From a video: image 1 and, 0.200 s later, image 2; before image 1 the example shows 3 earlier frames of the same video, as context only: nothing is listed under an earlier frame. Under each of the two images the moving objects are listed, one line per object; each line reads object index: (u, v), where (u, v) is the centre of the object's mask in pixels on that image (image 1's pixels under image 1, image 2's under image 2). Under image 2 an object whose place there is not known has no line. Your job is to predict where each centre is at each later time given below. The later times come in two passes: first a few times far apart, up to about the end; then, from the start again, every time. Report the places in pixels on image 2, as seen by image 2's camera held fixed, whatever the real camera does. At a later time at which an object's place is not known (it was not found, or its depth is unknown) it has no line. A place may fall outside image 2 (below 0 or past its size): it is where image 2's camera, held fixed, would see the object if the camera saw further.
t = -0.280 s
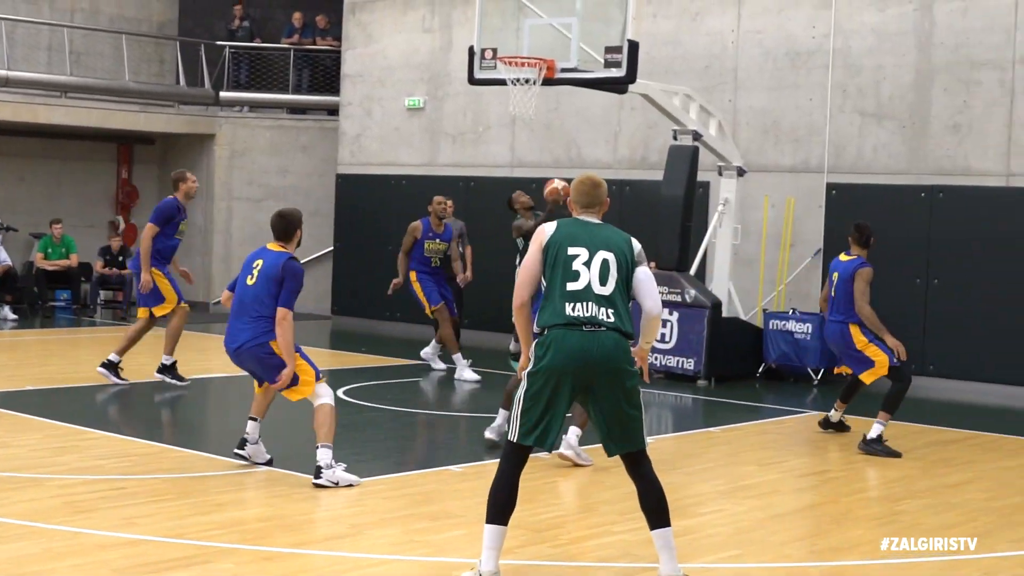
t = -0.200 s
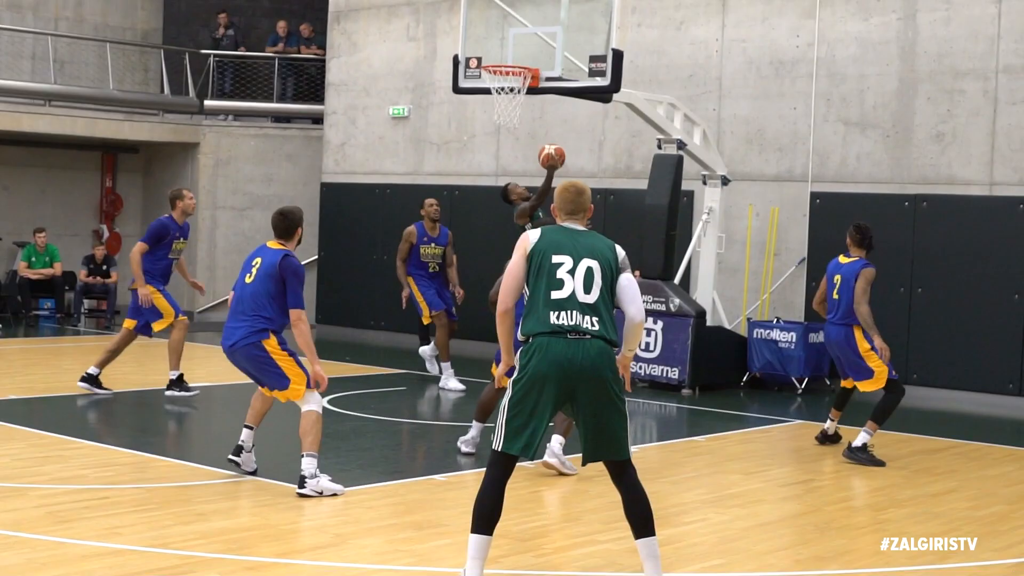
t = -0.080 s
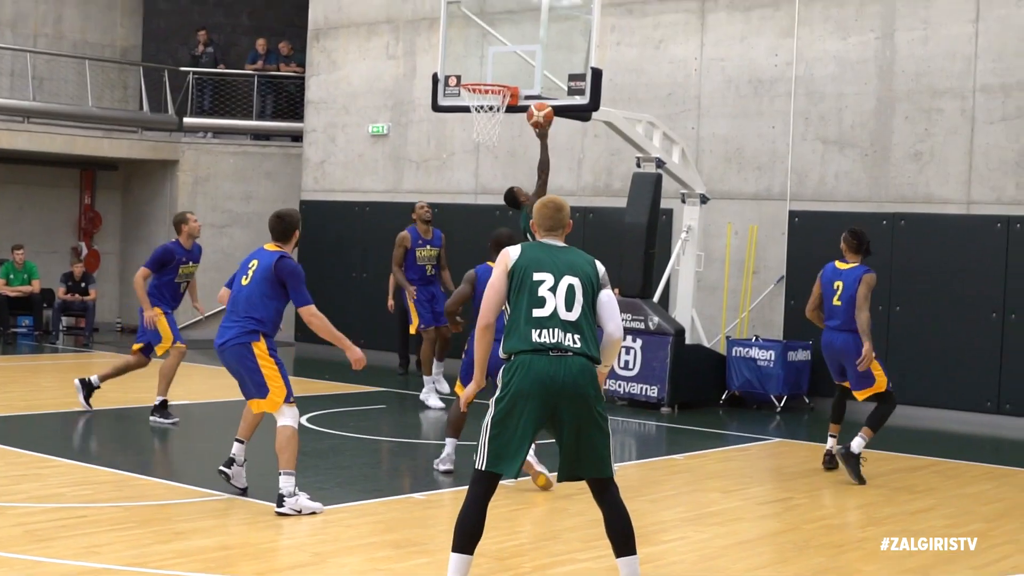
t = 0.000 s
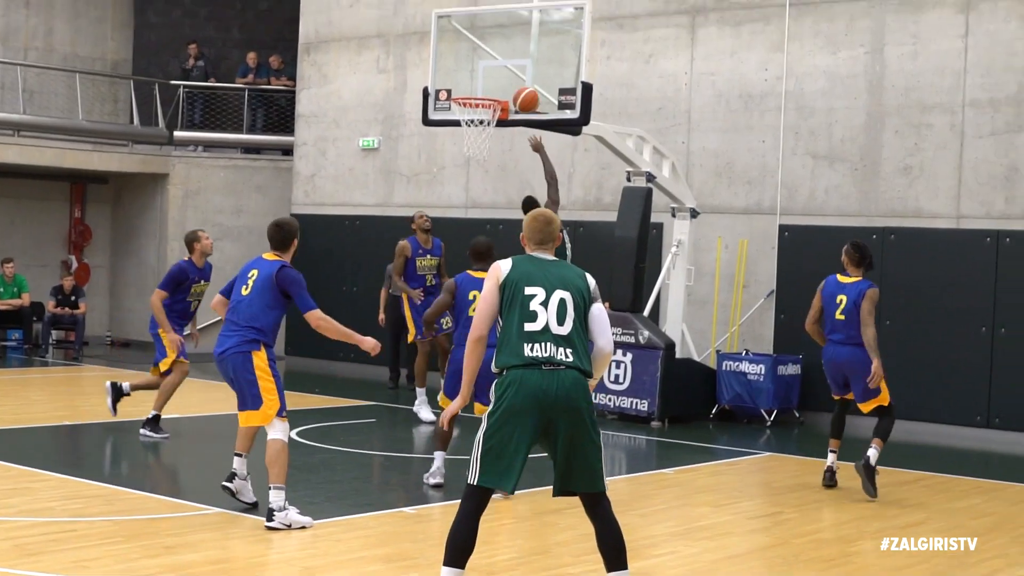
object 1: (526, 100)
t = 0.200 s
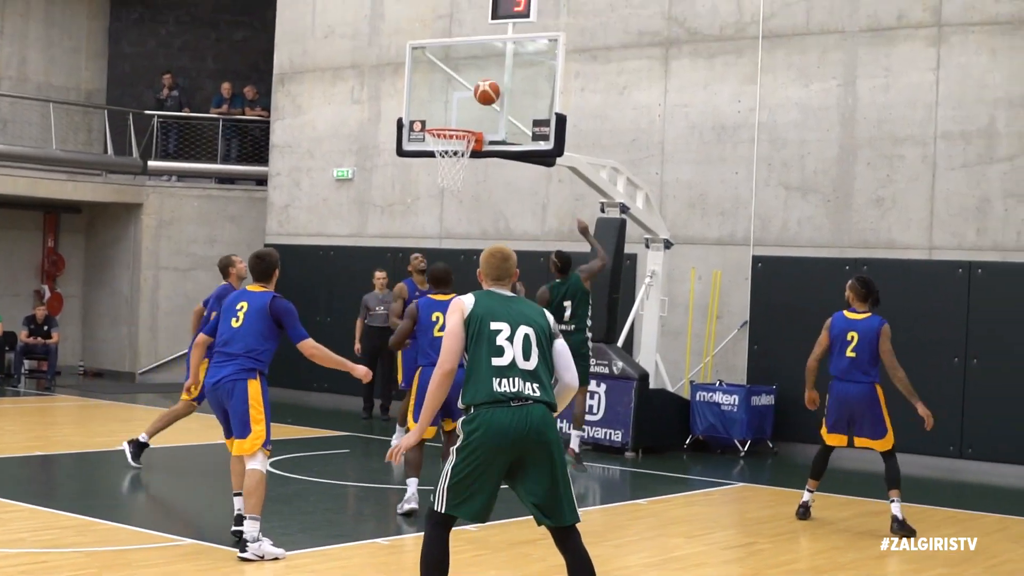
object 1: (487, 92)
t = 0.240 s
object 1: (483, 91)
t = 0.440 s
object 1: (457, 117)
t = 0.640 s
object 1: (436, 163)
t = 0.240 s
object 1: (483, 91)
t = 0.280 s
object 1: (478, 91)
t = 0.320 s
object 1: (473, 96)
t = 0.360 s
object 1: (468, 101)
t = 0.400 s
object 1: (462, 109)
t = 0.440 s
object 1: (457, 117)
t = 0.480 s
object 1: (454, 122)
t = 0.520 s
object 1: (447, 136)
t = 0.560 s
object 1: (441, 144)
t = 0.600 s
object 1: (439, 155)
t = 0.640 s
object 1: (436, 163)
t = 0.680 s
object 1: (436, 167)
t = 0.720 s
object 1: (436, 172)
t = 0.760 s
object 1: (437, 179)
